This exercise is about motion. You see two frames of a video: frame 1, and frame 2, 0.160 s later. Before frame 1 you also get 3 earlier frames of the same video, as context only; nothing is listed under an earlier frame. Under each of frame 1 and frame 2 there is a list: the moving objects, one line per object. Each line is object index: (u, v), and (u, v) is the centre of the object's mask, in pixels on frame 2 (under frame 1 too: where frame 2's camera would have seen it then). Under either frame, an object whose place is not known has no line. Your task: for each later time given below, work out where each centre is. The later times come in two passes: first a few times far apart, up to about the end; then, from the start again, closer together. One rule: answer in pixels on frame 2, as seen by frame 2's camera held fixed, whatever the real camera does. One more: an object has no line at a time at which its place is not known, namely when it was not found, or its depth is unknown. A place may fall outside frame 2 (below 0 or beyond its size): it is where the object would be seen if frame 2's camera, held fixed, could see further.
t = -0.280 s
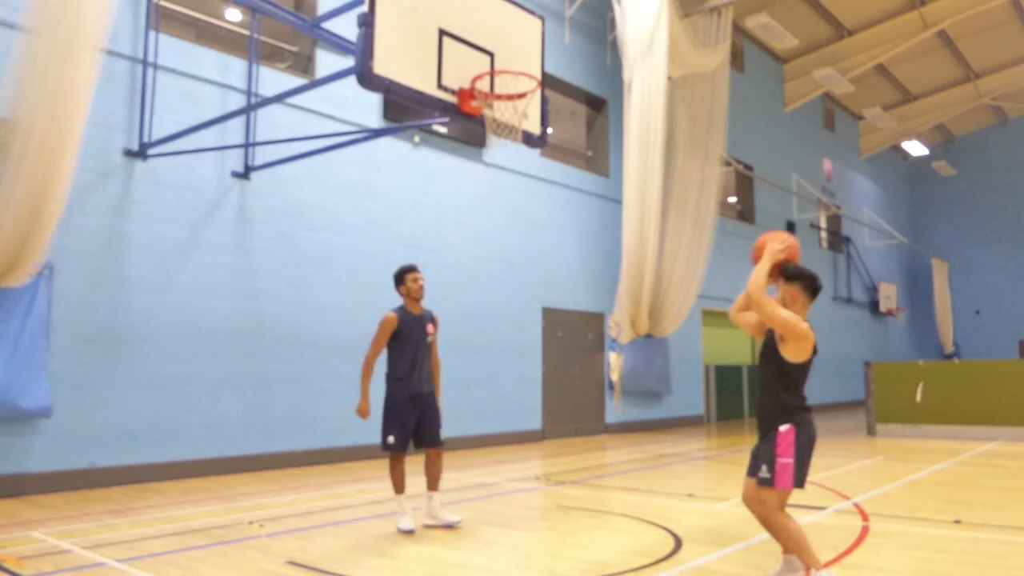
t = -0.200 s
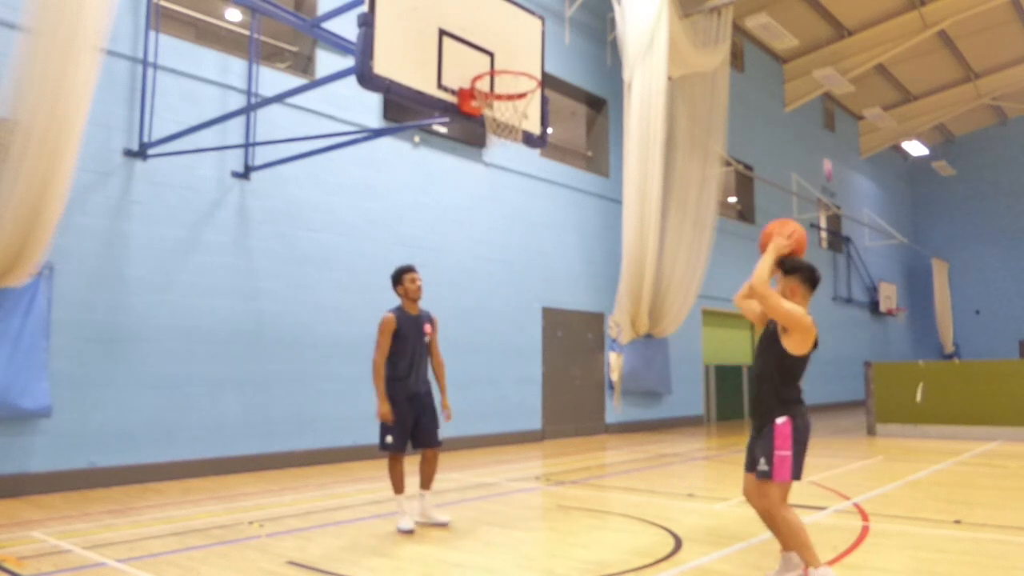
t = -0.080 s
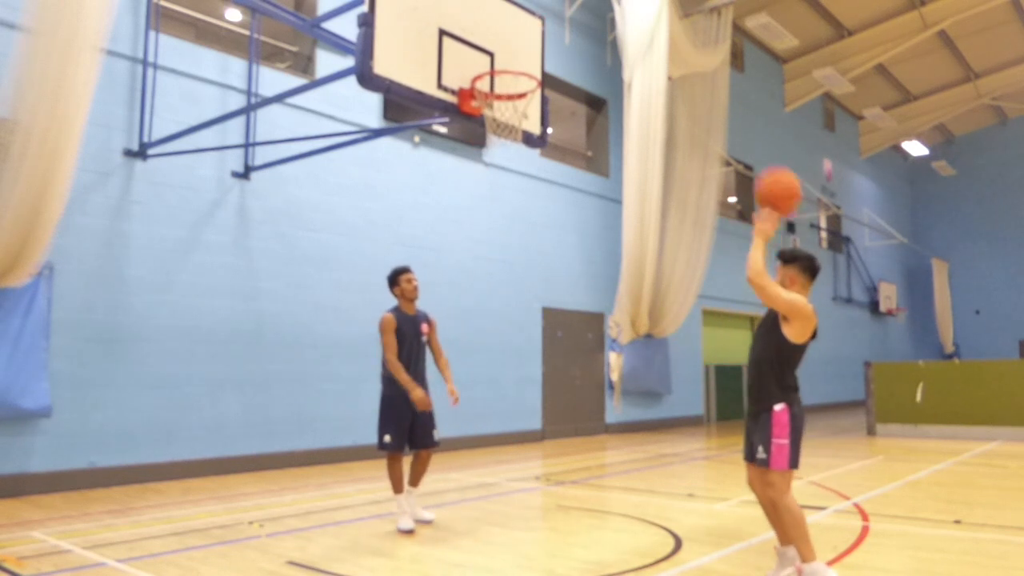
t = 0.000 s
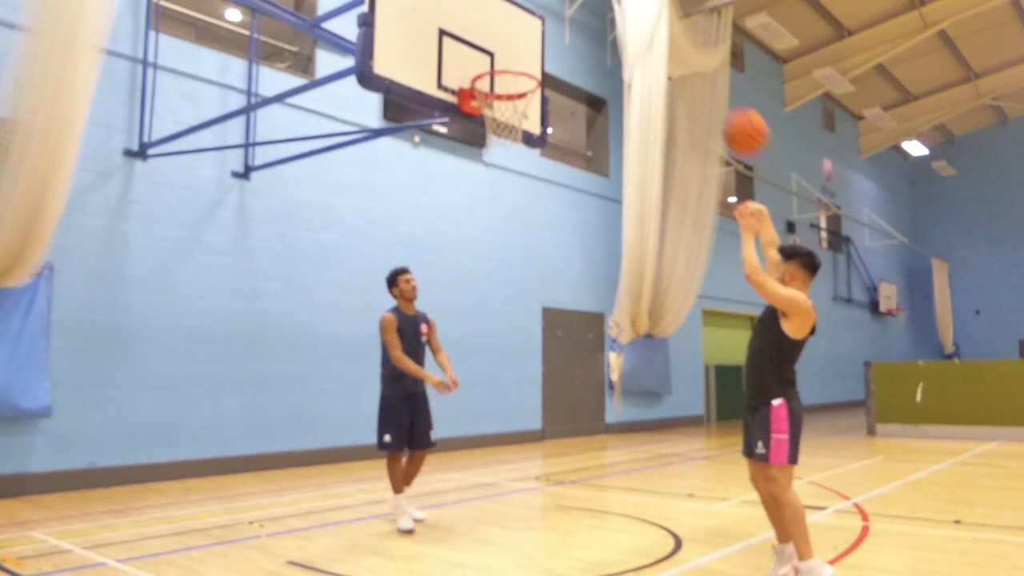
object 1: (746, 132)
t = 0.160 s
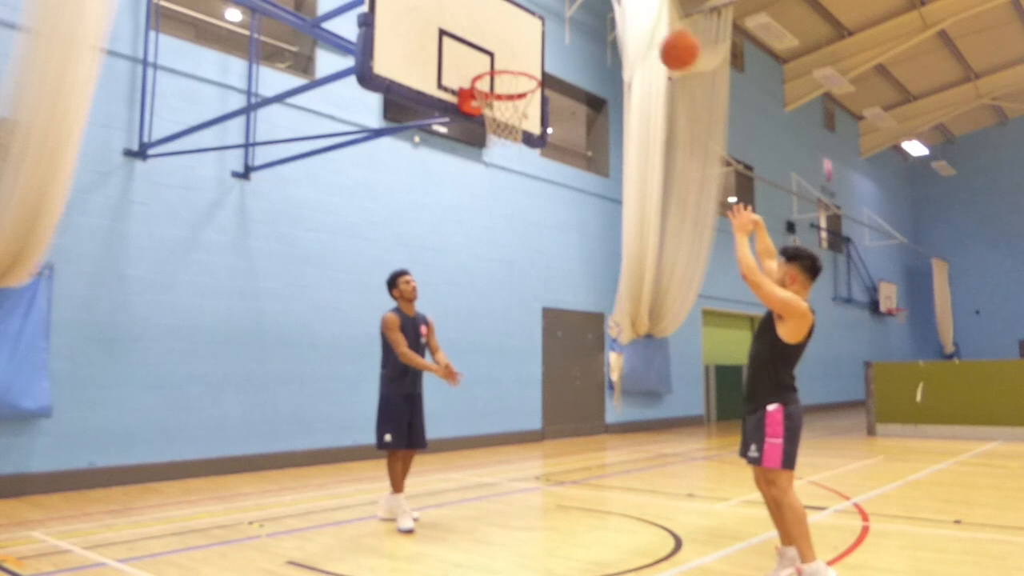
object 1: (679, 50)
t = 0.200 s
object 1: (664, 37)
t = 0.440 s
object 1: (584, 15)
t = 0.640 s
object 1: (525, 56)
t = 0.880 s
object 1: (485, 134)
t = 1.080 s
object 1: (479, 211)
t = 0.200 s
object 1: (664, 37)
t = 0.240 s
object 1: (649, 27)
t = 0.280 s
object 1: (634, 19)
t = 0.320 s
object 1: (620, 16)
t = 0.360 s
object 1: (607, 14)
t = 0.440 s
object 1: (584, 15)
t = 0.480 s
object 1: (572, 18)
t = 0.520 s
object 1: (560, 24)
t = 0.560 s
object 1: (548, 32)
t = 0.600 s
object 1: (536, 44)
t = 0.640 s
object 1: (525, 56)
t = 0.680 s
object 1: (514, 70)
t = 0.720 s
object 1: (503, 87)
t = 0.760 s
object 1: (496, 105)
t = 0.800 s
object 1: (492, 121)
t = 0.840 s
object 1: (487, 131)
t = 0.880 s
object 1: (485, 134)
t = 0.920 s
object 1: (484, 143)
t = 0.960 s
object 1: (483, 157)
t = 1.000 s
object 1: (482, 173)
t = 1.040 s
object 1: (480, 191)
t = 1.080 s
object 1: (479, 211)
